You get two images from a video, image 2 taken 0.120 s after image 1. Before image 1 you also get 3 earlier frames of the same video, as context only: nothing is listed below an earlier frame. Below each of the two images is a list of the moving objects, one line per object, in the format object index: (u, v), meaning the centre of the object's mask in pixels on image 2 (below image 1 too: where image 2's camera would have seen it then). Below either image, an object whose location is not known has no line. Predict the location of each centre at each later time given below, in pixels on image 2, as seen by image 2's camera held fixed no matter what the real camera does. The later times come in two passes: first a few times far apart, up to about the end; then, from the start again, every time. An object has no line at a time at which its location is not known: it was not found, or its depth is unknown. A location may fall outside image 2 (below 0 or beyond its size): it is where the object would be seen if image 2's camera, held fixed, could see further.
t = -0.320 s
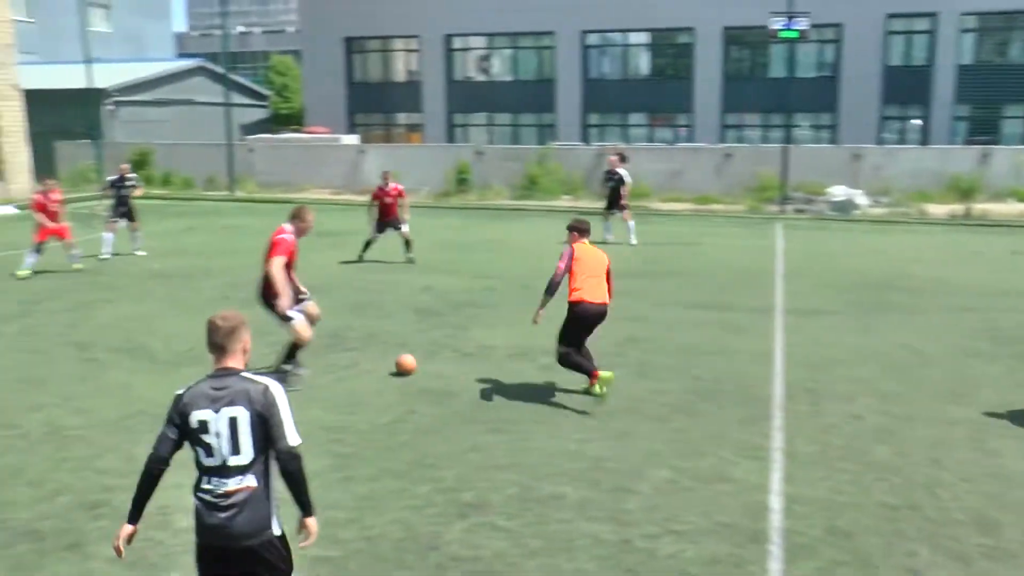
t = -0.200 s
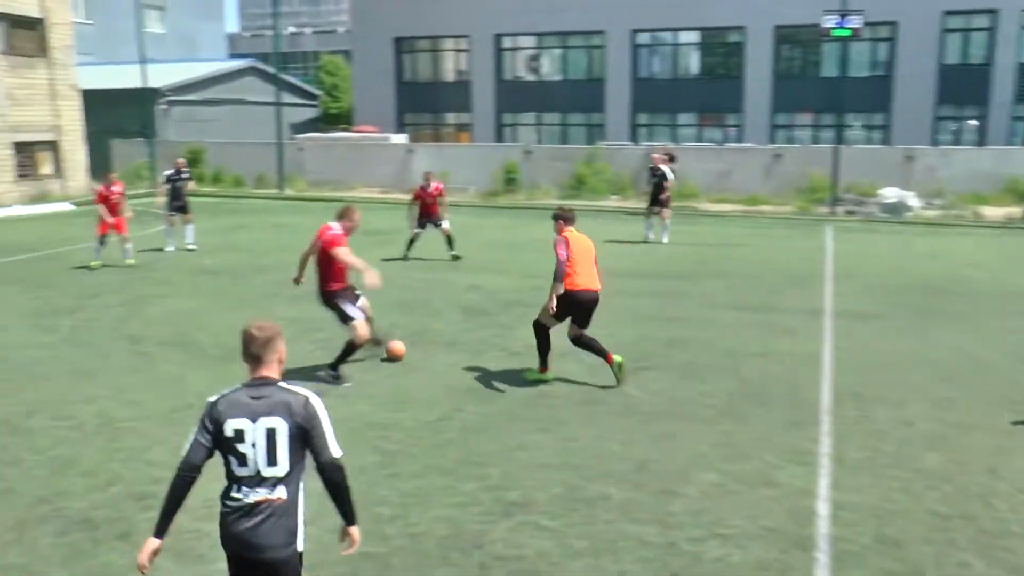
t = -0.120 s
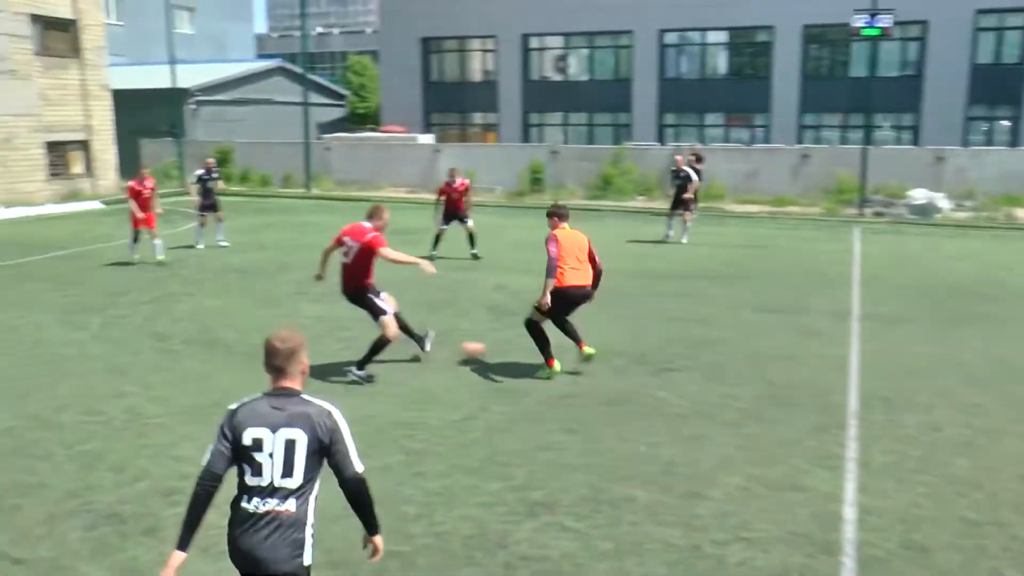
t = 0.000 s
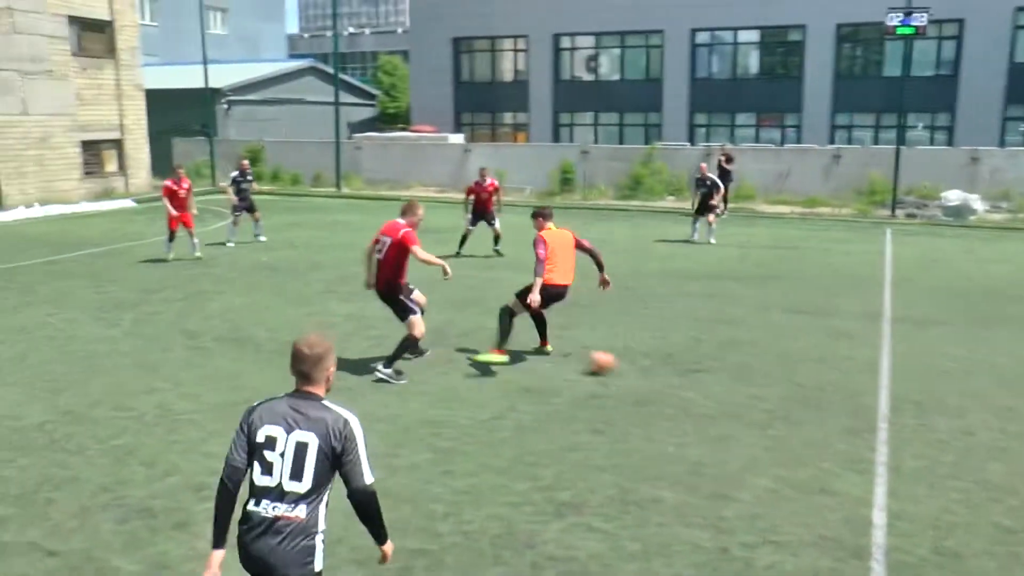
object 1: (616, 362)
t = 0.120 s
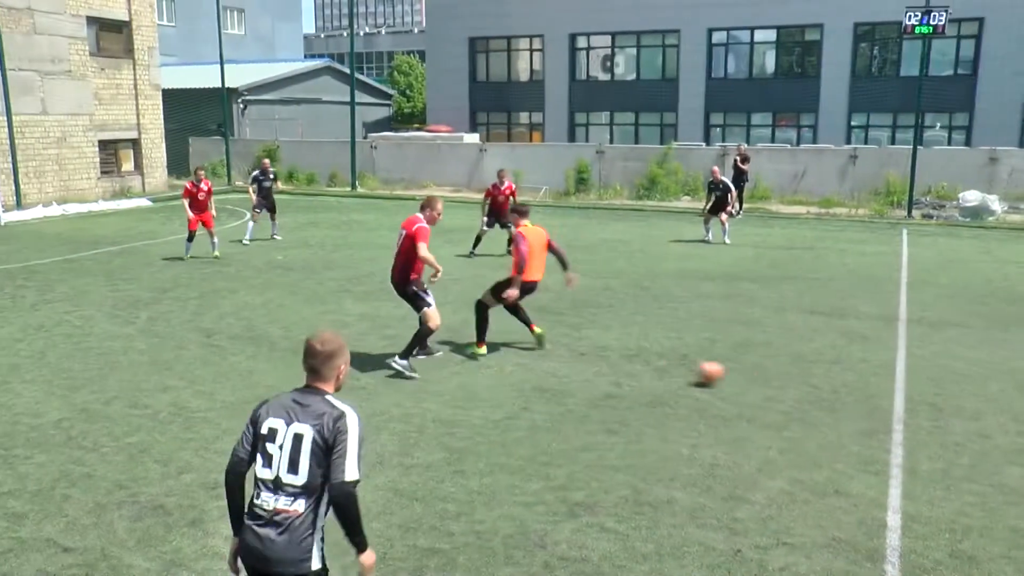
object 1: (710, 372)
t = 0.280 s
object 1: (829, 387)
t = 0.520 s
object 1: (1002, 410)
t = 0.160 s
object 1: (743, 378)
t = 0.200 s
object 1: (772, 382)
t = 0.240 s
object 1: (800, 384)
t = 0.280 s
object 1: (829, 387)
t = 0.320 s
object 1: (857, 392)
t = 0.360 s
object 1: (884, 396)
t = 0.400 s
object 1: (915, 399)
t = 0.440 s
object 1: (942, 403)
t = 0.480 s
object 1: (972, 405)
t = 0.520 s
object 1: (1002, 410)
